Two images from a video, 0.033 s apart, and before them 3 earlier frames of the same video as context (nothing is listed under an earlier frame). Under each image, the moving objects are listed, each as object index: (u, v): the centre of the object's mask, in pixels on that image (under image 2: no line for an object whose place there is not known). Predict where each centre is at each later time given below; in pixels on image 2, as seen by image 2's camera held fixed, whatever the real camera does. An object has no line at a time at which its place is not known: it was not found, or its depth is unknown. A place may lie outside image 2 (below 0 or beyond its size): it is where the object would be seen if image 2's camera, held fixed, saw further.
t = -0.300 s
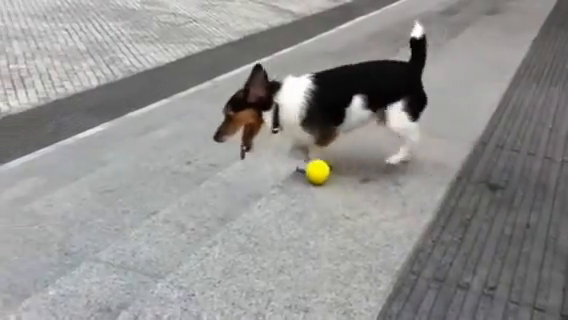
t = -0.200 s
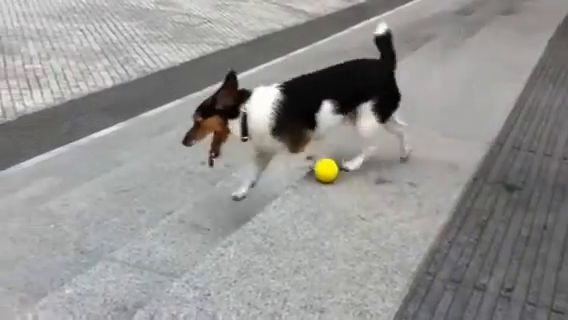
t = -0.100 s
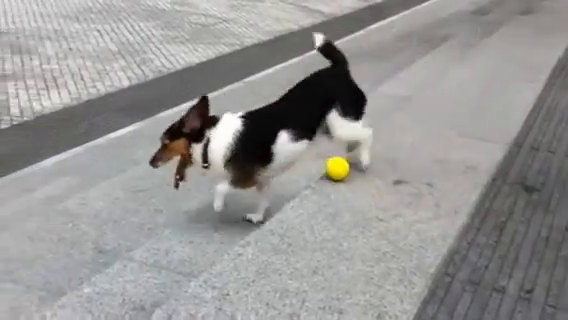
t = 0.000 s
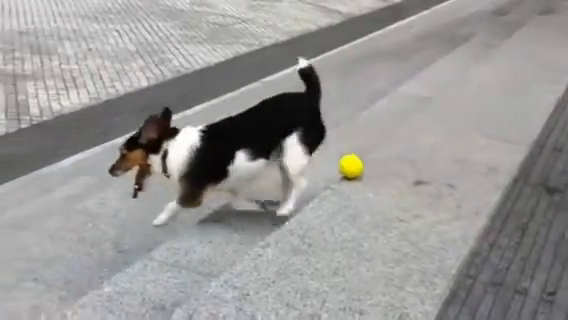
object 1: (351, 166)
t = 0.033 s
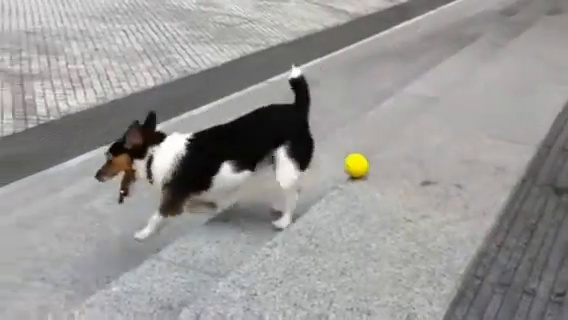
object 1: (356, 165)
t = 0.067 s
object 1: (354, 164)
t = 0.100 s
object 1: (352, 164)
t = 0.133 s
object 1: (350, 164)
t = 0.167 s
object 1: (348, 164)
